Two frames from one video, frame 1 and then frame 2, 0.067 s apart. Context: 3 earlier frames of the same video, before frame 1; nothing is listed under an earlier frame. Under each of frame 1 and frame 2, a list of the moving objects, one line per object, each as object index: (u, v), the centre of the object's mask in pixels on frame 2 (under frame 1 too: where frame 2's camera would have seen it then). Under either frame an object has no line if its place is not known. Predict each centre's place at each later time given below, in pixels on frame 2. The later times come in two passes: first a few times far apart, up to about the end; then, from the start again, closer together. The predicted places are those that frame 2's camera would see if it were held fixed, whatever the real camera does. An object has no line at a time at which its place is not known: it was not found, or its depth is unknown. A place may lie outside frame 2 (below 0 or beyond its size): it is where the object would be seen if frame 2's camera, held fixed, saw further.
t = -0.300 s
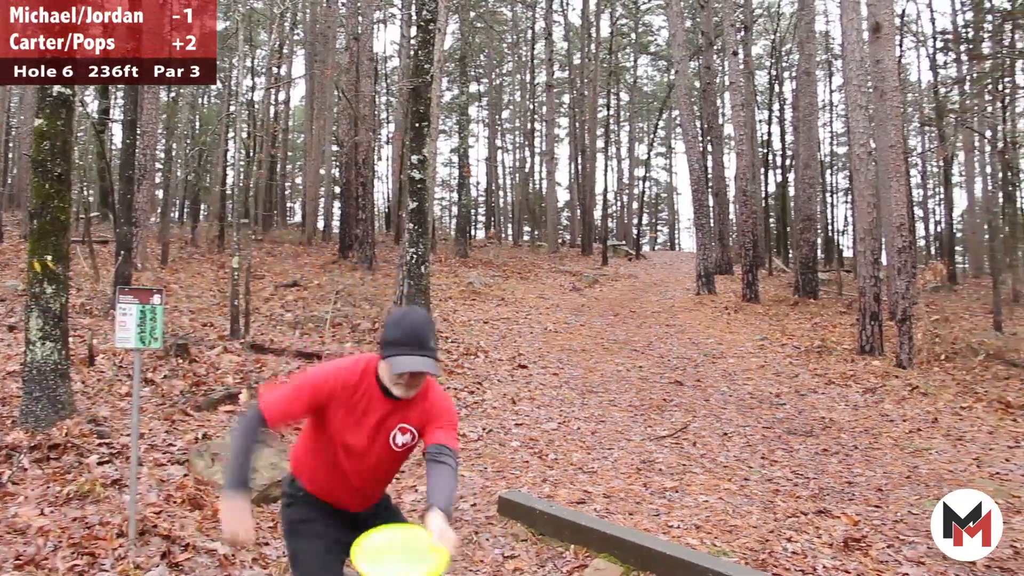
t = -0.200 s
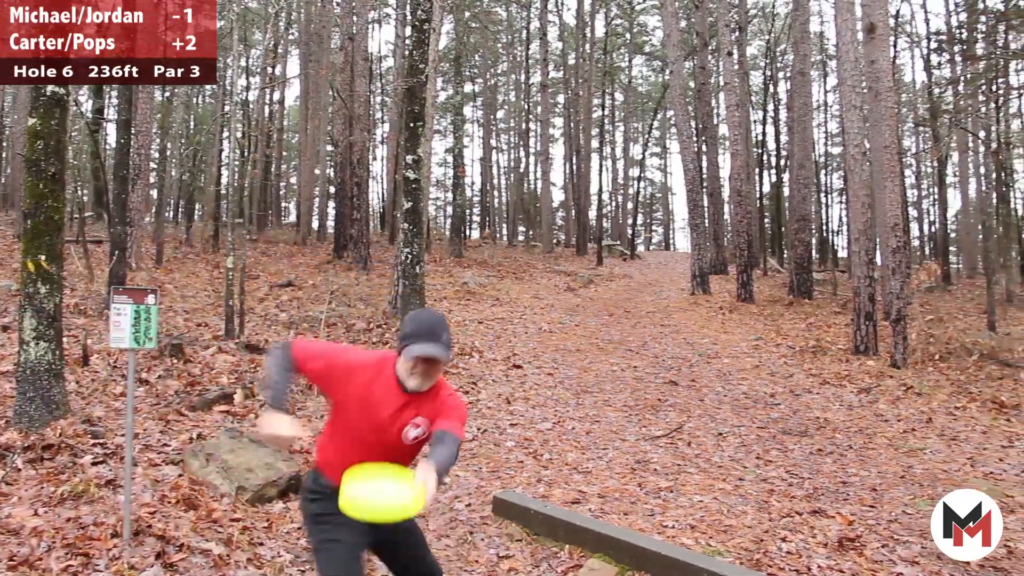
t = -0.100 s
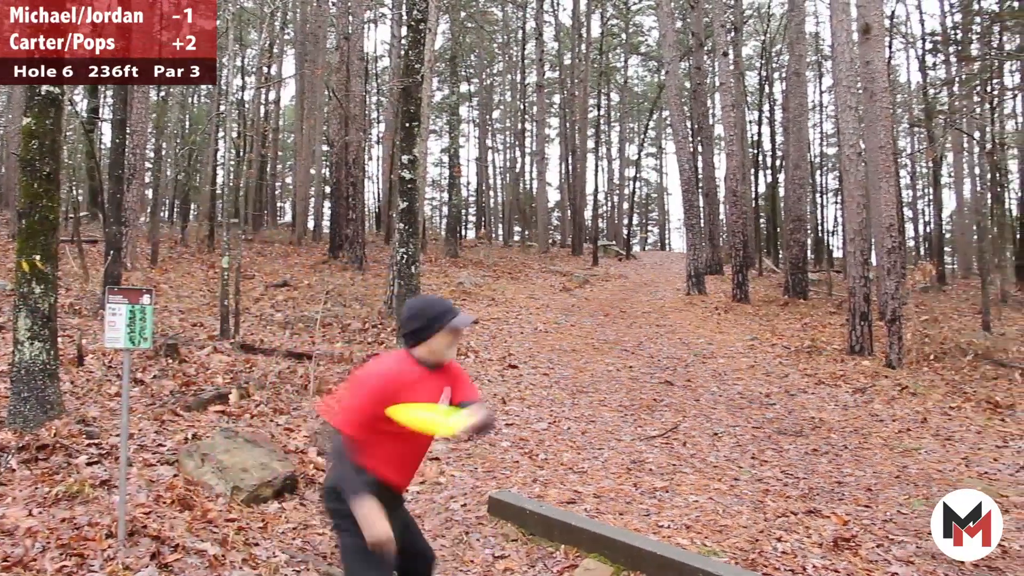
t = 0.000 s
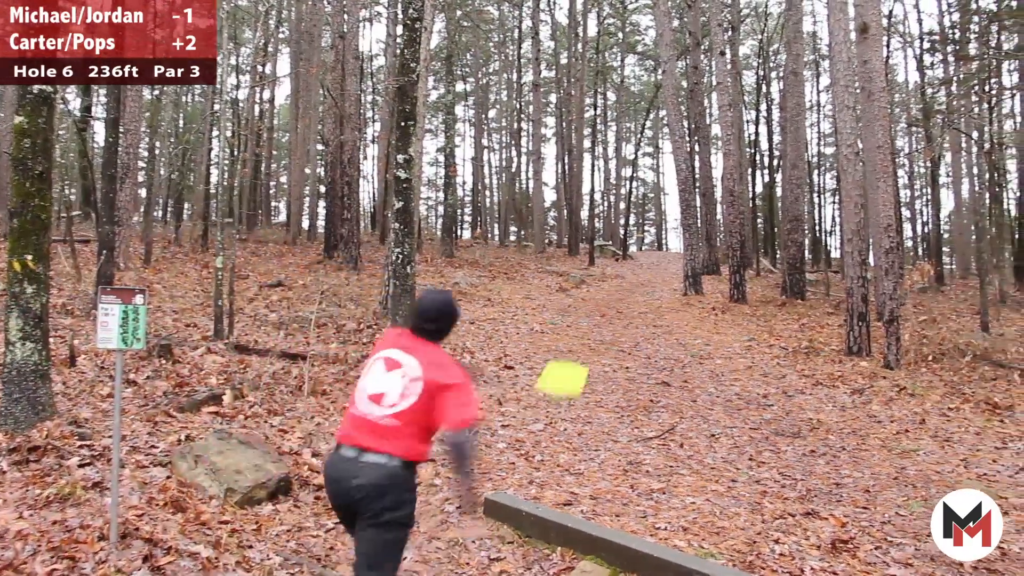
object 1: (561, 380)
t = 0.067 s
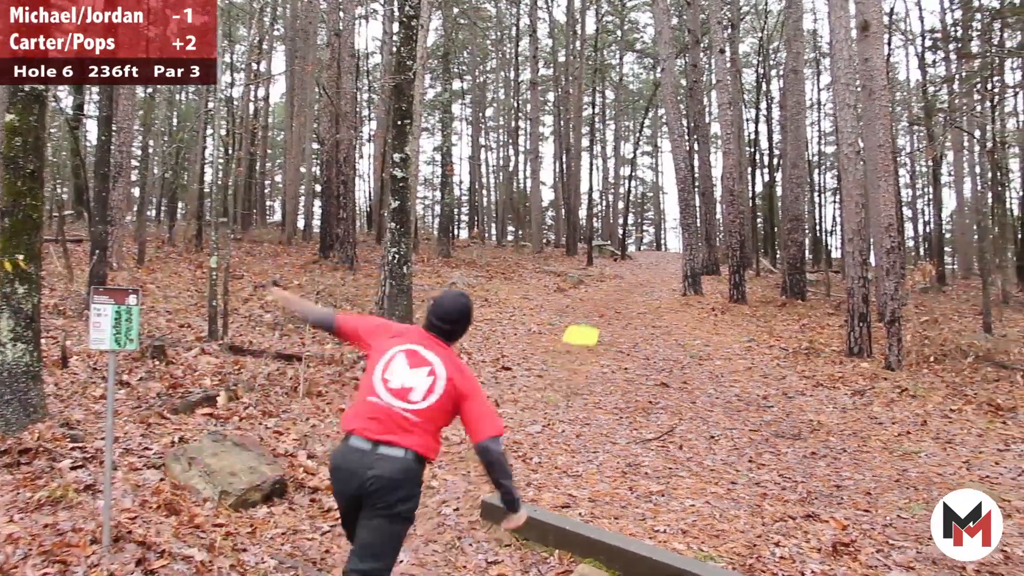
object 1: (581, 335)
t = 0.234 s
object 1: (605, 286)
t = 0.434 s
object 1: (622, 265)
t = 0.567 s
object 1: (634, 256)
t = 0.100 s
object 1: (588, 321)
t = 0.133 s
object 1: (593, 310)
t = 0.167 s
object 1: (598, 301)
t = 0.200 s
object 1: (601, 293)
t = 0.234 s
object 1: (605, 286)
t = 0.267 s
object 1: (608, 281)
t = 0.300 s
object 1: (611, 277)
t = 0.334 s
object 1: (613, 274)
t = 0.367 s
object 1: (616, 272)
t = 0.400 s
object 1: (618, 268)
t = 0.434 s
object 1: (622, 265)
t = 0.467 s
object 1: (624, 264)
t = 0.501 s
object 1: (628, 260)
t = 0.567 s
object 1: (634, 256)
